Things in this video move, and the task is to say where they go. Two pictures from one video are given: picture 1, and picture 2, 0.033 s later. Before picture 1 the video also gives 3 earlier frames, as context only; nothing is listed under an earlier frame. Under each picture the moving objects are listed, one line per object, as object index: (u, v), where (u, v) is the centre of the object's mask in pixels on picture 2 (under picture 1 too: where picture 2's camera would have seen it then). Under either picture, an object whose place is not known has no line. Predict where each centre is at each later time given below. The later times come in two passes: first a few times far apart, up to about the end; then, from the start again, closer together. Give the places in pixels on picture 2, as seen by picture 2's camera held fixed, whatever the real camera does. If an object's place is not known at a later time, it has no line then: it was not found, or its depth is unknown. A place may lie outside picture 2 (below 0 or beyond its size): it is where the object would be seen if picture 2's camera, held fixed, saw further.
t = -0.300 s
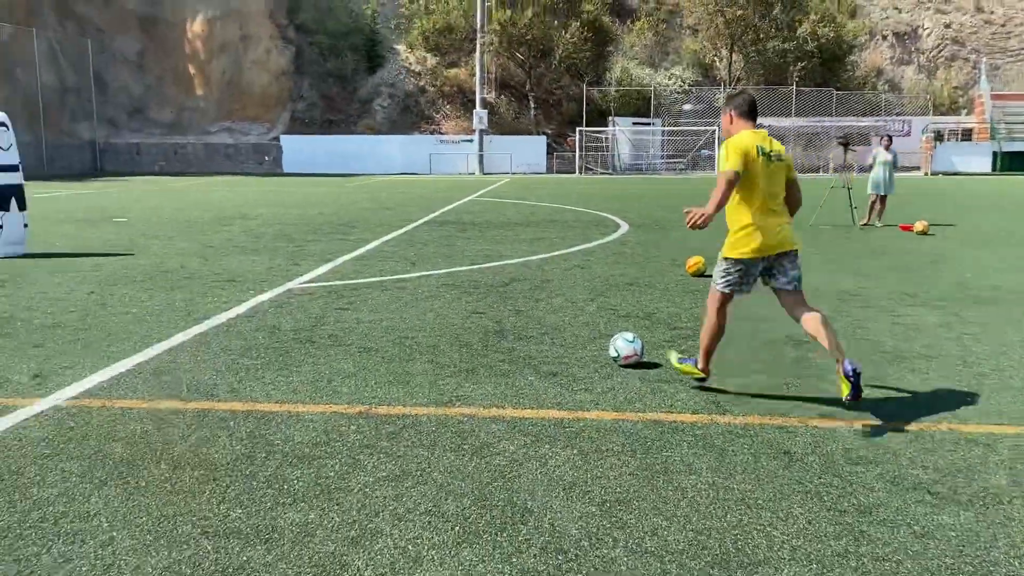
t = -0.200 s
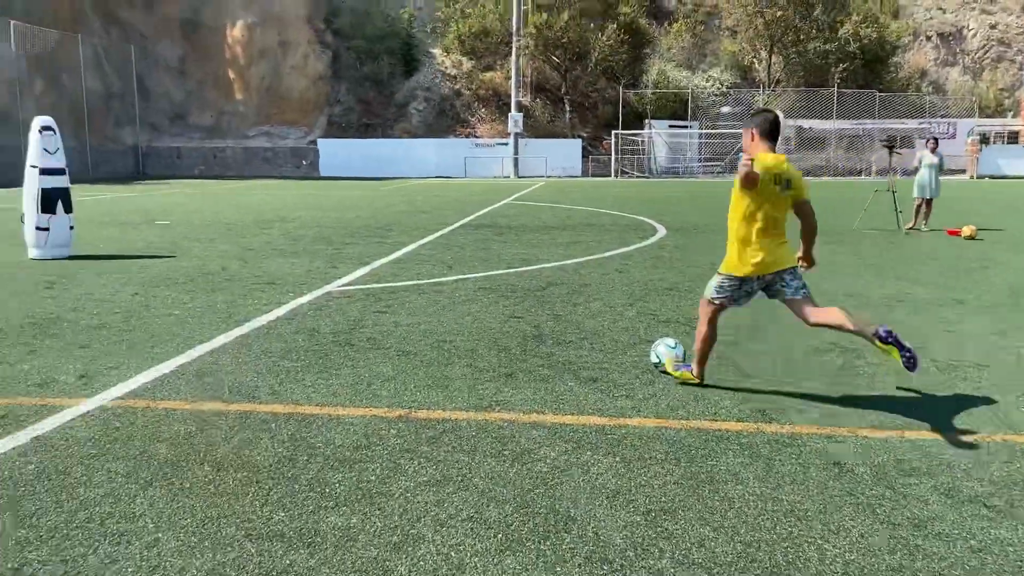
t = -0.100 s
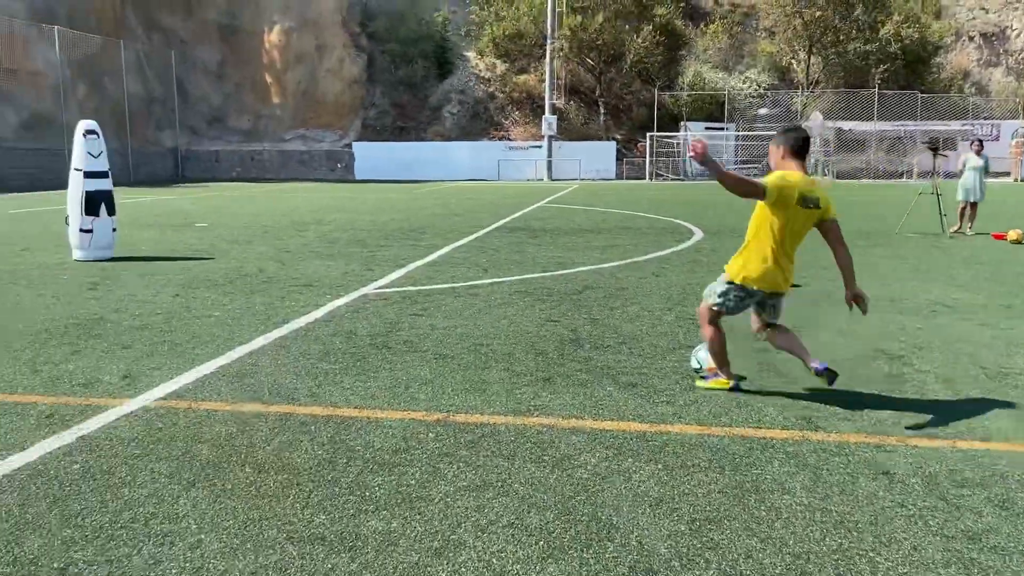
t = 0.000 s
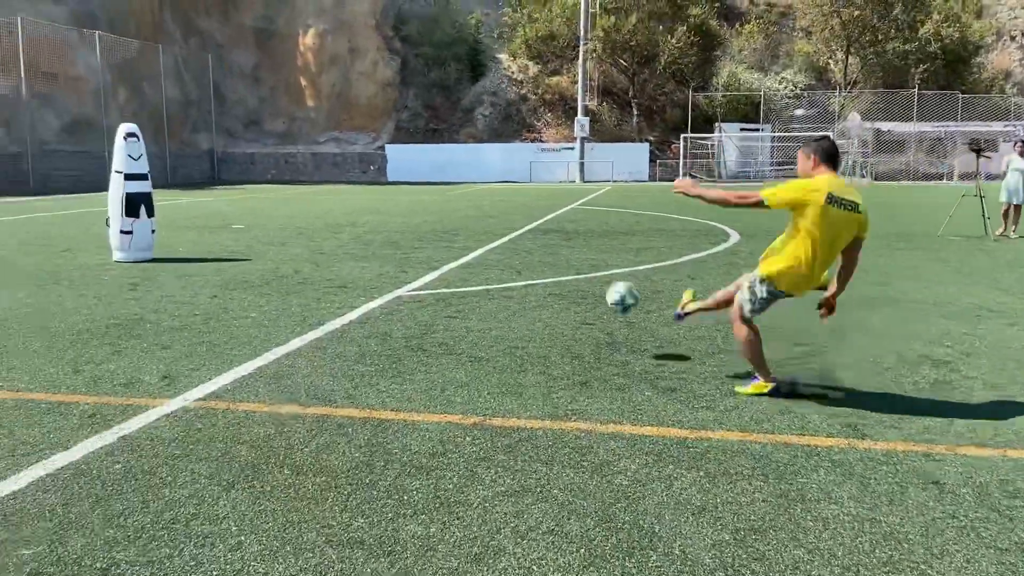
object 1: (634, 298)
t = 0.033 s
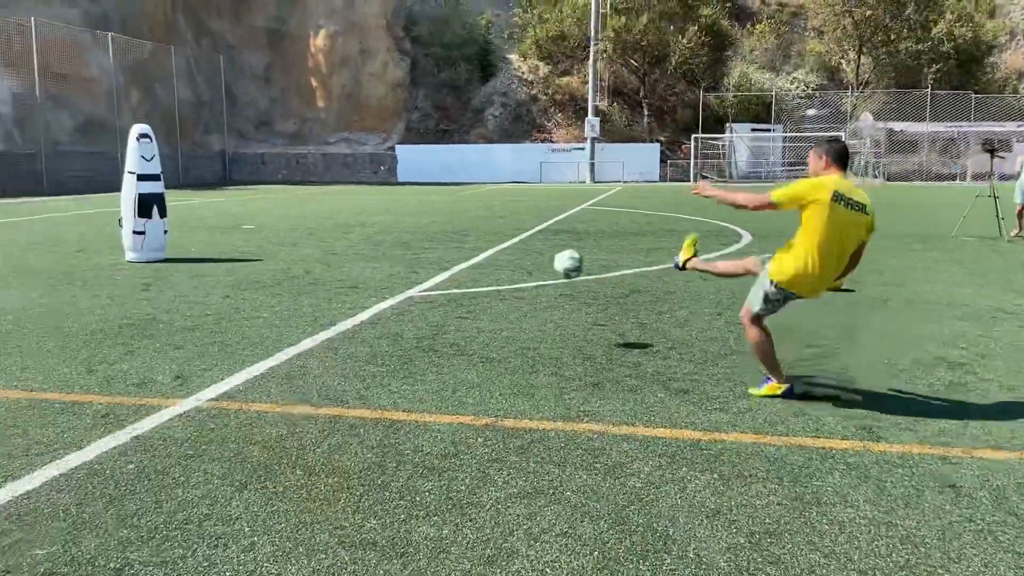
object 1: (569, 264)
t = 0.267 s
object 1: (275, 141)
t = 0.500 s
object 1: (105, 115)
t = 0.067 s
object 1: (512, 236)
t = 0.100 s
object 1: (460, 212)
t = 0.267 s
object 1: (275, 141)
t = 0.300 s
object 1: (246, 133)
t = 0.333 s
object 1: (216, 127)
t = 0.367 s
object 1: (190, 122)
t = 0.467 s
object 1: (126, 115)
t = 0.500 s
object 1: (105, 115)
